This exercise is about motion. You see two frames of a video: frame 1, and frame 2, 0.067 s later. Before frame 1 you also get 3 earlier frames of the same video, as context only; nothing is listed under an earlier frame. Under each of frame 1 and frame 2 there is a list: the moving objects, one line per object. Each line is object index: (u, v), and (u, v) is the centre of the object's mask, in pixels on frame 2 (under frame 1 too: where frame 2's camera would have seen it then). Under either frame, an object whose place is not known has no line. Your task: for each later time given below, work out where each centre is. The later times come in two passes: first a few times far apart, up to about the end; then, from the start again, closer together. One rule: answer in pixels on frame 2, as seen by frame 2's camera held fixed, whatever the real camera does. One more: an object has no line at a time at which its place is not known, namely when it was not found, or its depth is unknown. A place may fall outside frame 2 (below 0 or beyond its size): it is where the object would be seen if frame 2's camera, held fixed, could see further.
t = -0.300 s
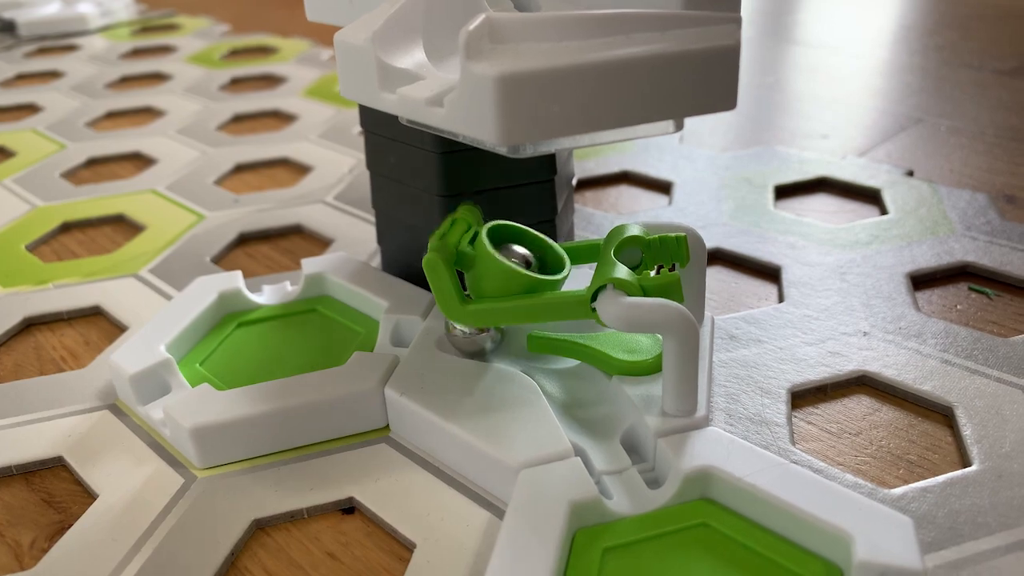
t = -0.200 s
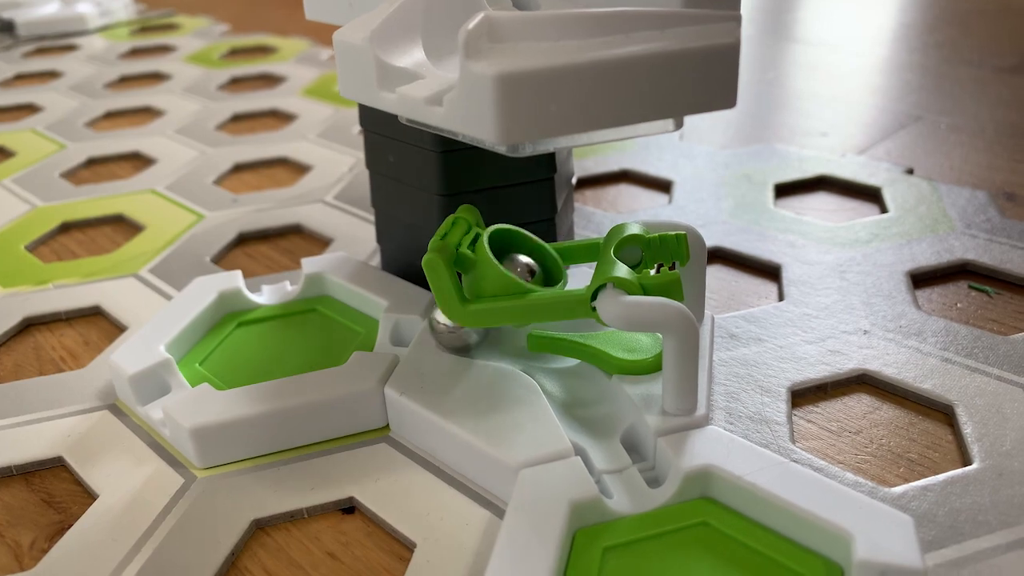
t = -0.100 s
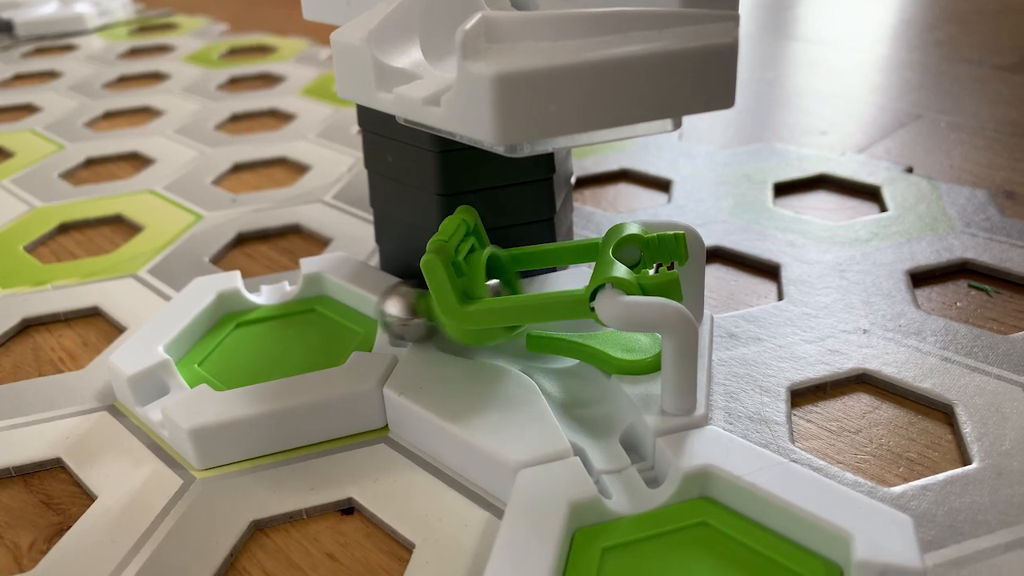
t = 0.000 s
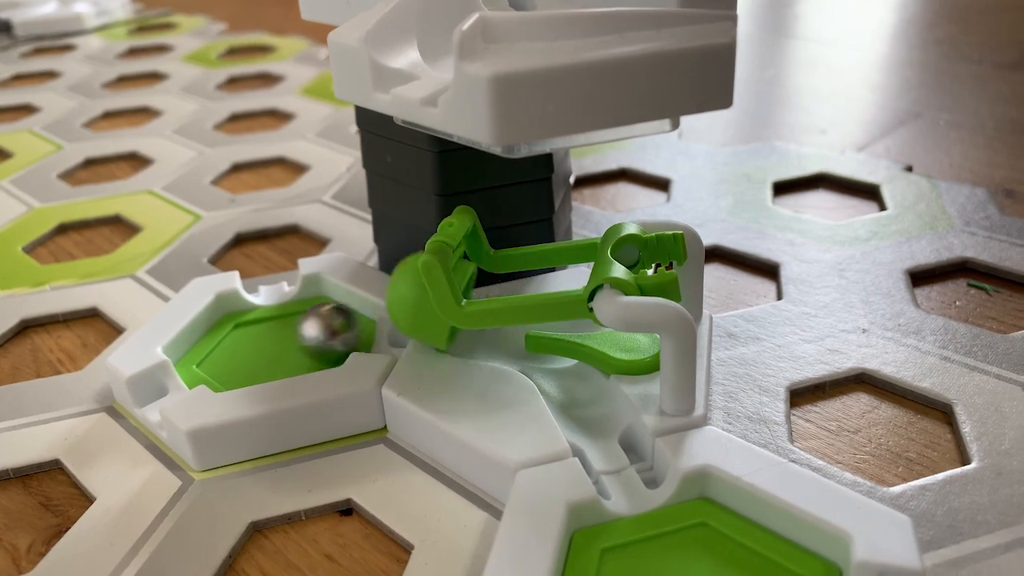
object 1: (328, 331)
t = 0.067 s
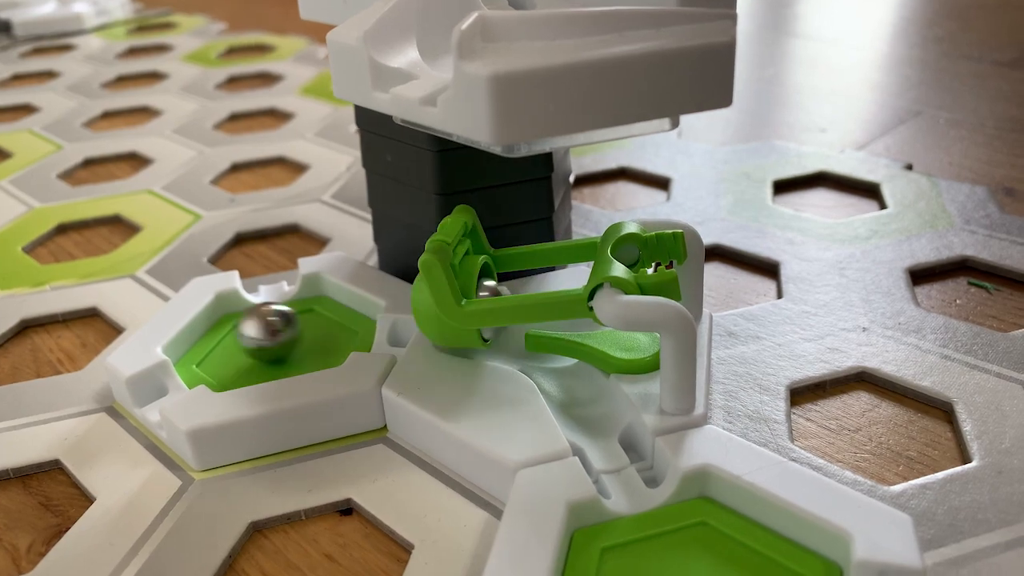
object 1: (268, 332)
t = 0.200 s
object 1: (217, 333)
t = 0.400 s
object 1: (242, 344)
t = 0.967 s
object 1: (236, 360)
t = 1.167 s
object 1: (234, 359)
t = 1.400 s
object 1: (229, 357)
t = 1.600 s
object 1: (221, 352)
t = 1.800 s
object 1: (214, 347)
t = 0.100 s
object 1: (238, 331)
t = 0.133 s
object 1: (210, 328)
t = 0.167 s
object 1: (208, 329)
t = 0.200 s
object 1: (217, 333)
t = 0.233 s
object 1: (223, 335)
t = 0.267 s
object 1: (227, 338)
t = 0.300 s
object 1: (232, 339)
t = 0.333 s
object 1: (236, 341)
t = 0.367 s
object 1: (239, 343)
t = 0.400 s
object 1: (242, 344)
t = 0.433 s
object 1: (245, 346)
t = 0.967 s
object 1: (236, 360)
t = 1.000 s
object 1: (236, 360)
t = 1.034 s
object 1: (236, 360)
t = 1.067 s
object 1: (235, 360)
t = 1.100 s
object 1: (235, 360)
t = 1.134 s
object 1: (234, 359)
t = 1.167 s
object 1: (234, 359)
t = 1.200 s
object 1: (233, 359)
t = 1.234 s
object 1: (233, 359)
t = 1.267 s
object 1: (232, 359)
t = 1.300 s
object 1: (231, 358)
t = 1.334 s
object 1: (230, 358)
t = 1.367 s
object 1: (230, 358)
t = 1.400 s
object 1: (229, 357)
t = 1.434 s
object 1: (227, 357)
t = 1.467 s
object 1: (226, 356)
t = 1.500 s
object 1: (225, 355)
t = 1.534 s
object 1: (224, 354)
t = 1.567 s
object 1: (223, 353)
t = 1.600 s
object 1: (221, 352)
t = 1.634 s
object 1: (220, 351)
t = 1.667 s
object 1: (219, 349)
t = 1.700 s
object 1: (218, 349)
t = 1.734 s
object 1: (217, 348)
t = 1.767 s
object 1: (215, 347)
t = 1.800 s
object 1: (214, 347)
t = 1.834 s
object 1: (212, 346)
